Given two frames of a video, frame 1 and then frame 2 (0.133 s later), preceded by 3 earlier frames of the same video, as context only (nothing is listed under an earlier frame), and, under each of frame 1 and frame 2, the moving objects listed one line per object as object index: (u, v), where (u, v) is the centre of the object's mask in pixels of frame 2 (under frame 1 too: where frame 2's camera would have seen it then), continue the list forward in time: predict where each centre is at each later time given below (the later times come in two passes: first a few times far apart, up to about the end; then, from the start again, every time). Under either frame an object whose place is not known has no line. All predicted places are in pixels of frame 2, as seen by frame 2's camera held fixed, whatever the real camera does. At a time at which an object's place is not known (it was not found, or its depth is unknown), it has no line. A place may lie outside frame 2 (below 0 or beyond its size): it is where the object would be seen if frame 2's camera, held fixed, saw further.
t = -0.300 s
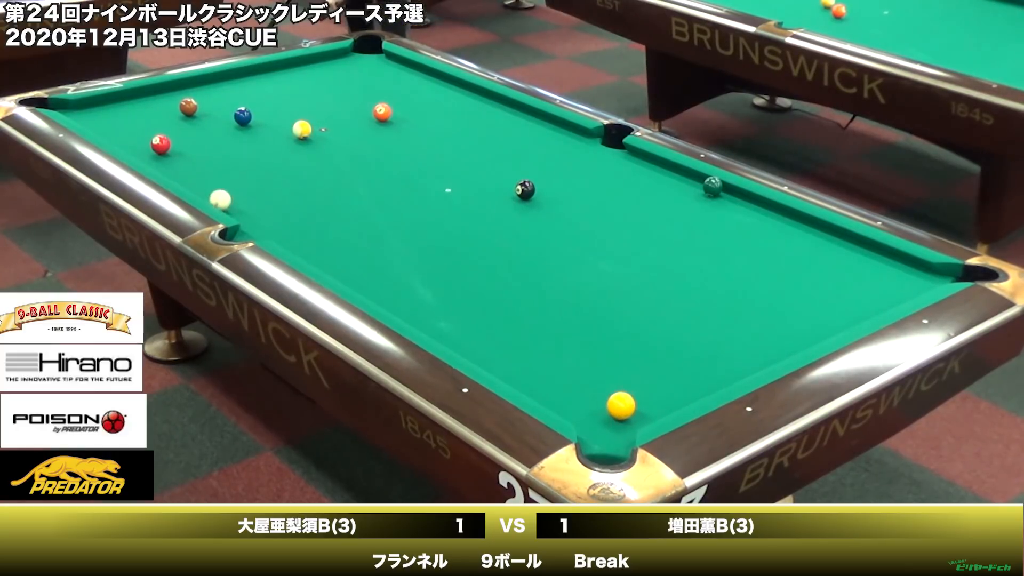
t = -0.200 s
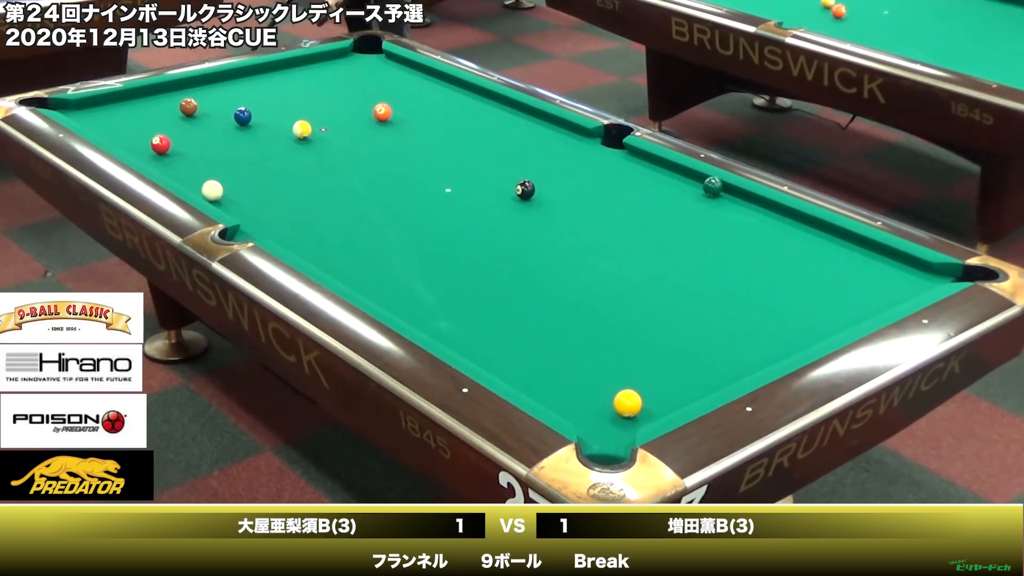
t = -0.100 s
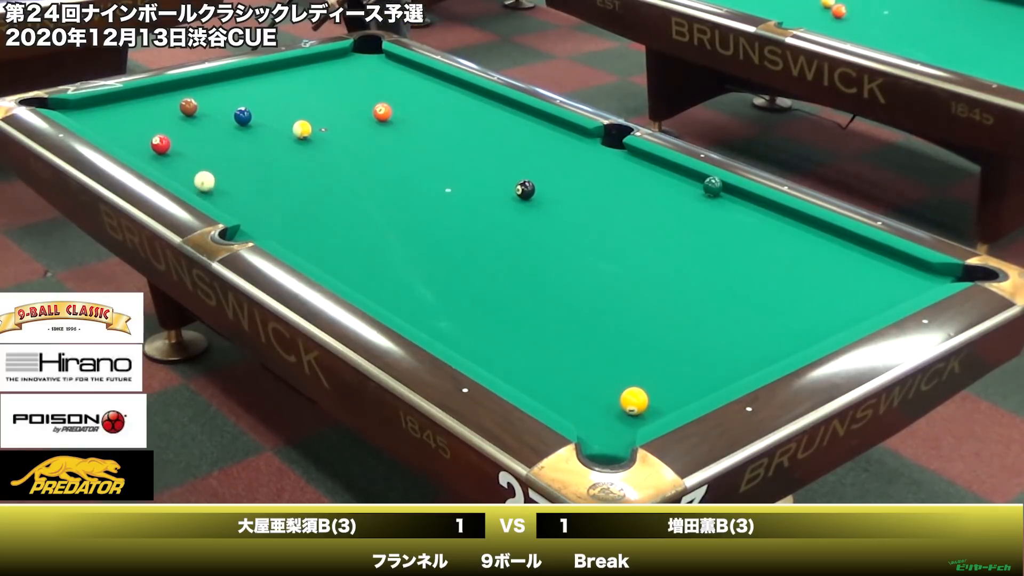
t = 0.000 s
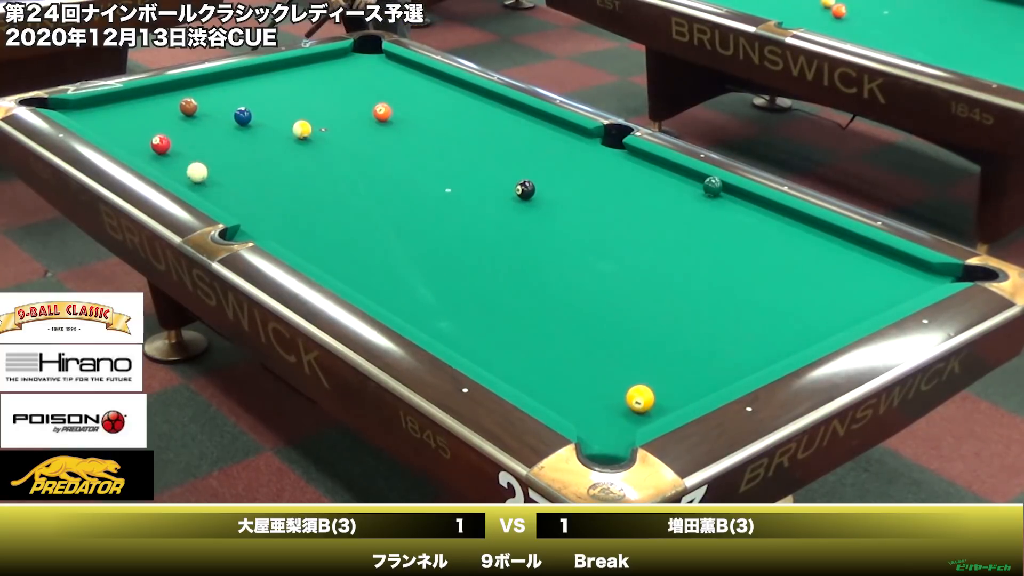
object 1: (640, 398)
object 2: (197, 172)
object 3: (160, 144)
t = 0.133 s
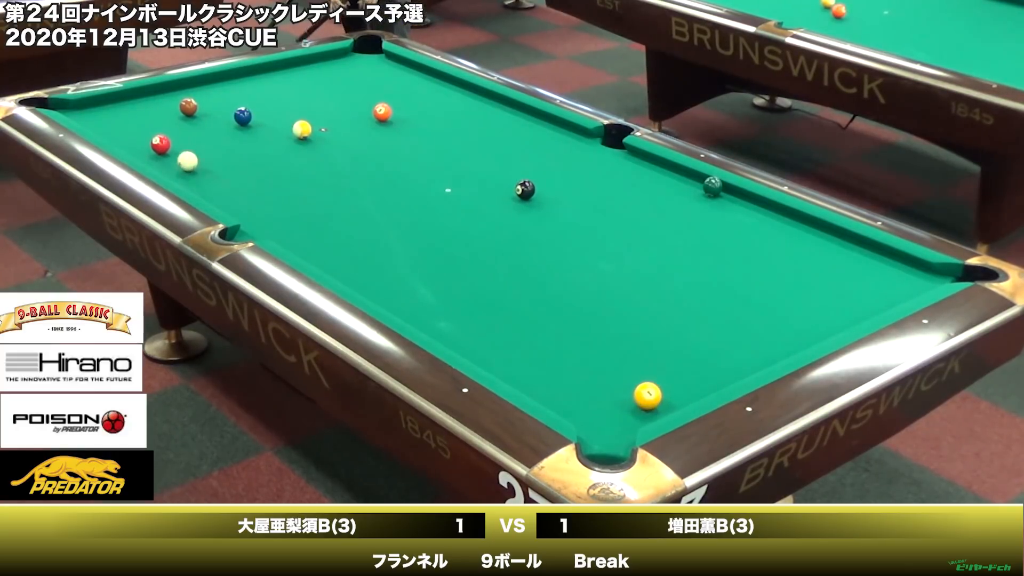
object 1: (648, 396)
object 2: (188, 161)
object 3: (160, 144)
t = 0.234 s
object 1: (653, 394)
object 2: (181, 153)
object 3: (160, 144)
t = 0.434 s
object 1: (662, 390)
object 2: (184, 141)
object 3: (146, 141)
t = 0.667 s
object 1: (672, 386)
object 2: (197, 130)
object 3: (125, 137)
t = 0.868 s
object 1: (679, 384)
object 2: (206, 122)
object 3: (108, 133)
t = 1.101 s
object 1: (686, 381)
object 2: (217, 112)
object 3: (97, 127)
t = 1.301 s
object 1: (691, 379)
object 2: (225, 105)
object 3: (94, 124)
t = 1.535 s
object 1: (695, 378)
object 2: (235, 97)
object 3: (91, 120)
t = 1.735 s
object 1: (698, 377)
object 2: (242, 91)
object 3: (89, 117)
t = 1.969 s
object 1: (700, 377)
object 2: (250, 84)
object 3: (86, 113)
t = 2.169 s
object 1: (700, 376)
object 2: (256, 79)
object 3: (84, 111)
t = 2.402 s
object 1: (700, 376)
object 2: (262, 74)
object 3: (81, 108)
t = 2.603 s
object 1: (700, 376)
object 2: (268, 69)
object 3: (79, 106)
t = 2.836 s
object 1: (700, 376)
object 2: (275, 65)
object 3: (76, 104)
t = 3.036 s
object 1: (700, 376)
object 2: (283, 65)
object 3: (75, 104)
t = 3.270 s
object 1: (700, 376)
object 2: (292, 65)
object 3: (75, 105)
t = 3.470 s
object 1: (700, 376)
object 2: (298, 64)
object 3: (75, 105)
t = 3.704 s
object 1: (700, 376)
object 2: (304, 64)
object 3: (74, 105)
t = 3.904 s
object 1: (700, 376)
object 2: (309, 64)
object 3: (75, 105)
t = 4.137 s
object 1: (700, 376)
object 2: (312, 64)
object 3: (75, 105)
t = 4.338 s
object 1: (700, 376)
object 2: (315, 64)
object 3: (75, 105)
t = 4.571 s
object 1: (700, 376)
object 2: (317, 64)
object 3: (75, 105)
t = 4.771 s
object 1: (700, 376)
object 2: (318, 63)
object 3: (75, 105)
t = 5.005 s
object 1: (700, 376)
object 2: (318, 63)
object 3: (75, 105)
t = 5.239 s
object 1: (700, 376)
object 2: (317, 63)
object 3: (75, 105)
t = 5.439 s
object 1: (700, 376)
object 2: (317, 63)
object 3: (75, 105)
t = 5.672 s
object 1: (700, 376)
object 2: (317, 63)
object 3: (75, 105)
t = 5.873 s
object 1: (700, 376)
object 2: (317, 63)
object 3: (75, 105)
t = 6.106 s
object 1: (700, 376)
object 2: (317, 63)
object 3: (75, 105)
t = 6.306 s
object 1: (700, 376)
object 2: (317, 63)
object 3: (75, 105)
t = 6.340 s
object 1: (700, 376)
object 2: (317, 63)
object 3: (75, 105)
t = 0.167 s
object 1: (649, 395)
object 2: (185, 158)
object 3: (160, 144)
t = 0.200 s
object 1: (651, 394)
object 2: (183, 156)
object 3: (160, 144)
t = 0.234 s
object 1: (653, 394)
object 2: (181, 153)
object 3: (160, 144)
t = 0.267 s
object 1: (654, 393)
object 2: (179, 150)
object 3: (160, 144)
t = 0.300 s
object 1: (656, 392)
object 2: (177, 148)
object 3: (159, 144)
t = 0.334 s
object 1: (658, 392)
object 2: (178, 146)
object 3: (157, 143)
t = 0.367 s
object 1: (659, 391)
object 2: (180, 145)
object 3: (153, 142)
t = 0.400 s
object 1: (661, 391)
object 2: (182, 143)
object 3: (149, 141)
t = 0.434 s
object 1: (662, 390)
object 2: (184, 141)
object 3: (146, 141)
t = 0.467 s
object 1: (664, 390)
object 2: (186, 140)
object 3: (143, 140)
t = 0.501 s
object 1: (665, 389)
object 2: (188, 138)
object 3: (140, 139)
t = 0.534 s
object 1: (667, 388)
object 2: (190, 137)
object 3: (137, 139)
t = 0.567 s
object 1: (668, 388)
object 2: (192, 135)
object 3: (134, 138)
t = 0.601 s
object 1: (669, 387)
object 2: (193, 134)
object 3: (131, 138)
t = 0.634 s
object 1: (671, 387)
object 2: (195, 132)
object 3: (128, 137)
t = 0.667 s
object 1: (672, 386)
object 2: (197, 130)
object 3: (125, 137)
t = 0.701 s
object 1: (673, 386)
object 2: (199, 129)
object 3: (122, 136)
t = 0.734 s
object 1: (674, 385)
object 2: (200, 128)
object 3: (119, 136)
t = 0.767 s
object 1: (676, 385)
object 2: (202, 126)
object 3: (116, 135)
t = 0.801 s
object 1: (677, 385)
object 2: (203, 125)
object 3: (113, 134)
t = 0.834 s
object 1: (678, 384)
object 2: (205, 123)
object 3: (111, 133)
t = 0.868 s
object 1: (679, 384)
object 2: (206, 122)
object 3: (108, 133)
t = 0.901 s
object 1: (680, 383)
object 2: (208, 121)
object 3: (106, 132)
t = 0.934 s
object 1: (681, 383)
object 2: (210, 119)
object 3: (103, 131)
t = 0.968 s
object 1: (682, 382)
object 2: (211, 118)
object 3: (101, 130)
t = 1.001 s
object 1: (683, 382)
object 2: (213, 116)
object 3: (99, 129)
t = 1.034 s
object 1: (684, 382)
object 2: (214, 115)
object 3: (98, 129)
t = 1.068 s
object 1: (685, 381)
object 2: (216, 114)
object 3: (97, 128)
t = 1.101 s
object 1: (686, 381)
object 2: (217, 112)
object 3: (97, 127)
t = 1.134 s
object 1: (687, 380)
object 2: (219, 111)
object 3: (97, 127)
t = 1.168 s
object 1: (687, 380)
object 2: (220, 110)
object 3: (96, 126)
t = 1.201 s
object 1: (688, 380)
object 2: (221, 109)
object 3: (95, 126)
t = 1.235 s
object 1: (689, 380)
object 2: (223, 108)
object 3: (95, 125)
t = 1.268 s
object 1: (690, 379)
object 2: (224, 106)
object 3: (95, 125)
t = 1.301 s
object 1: (691, 379)
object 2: (225, 105)
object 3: (94, 124)
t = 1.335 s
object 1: (691, 379)
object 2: (227, 104)
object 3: (94, 123)
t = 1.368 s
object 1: (692, 379)
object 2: (228, 103)
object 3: (93, 123)
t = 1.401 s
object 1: (693, 379)
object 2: (229, 102)
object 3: (93, 123)
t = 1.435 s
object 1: (693, 378)
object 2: (231, 100)
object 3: (92, 122)
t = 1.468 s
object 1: (694, 378)
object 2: (232, 99)
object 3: (92, 121)
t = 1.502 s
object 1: (695, 378)
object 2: (233, 98)
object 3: (91, 121)
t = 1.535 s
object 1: (695, 378)
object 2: (235, 97)
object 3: (91, 120)
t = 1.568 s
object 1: (696, 378)
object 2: (236, 96)
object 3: (91, 119)
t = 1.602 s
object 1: (696, 377)
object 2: (237, 95)
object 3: (90, 119)
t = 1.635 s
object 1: (697, 377)
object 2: (238, 94)
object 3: (90, 118)
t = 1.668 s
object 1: (697, 377)
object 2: (239, 93)
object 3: (89, 118)
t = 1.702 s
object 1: (698, 377)
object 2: (241, 92)
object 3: (89, 117)
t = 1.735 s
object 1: (698, 377)
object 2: (242, 91)
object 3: (89, 117)
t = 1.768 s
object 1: (698, 377)
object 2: (243, 90)
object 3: (88, 116)
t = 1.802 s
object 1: (699, 377)
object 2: (244, 89)
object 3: (88, 116)
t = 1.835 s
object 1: (699, 377)
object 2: (245, 88)
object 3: (88, 115)
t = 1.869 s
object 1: (700, 377)
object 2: (246, 87)
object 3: (87, 115)
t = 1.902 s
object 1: (700, 377)
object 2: (247, 86)
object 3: (87, 114)
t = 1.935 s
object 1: (700, 377)
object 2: (249, 85)
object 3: (86, 114)
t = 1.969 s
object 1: (700, 377)
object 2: (250, 84)
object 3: (86, 113)
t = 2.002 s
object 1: (700, 376)
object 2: (251, 84)
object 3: (86, 113)
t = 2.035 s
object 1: (700, 376)
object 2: (252, 83)
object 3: (85, 112)
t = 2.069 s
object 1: (700, 376)
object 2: (253, 82)
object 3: (85, 112)
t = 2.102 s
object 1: (700, 376)
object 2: (254, 81)
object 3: (84, 111)
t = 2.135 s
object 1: (700, 376)
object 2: (255, 80)
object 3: (84, 111)
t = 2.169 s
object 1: (700, 376)
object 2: (256, 79)
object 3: (84, 111)
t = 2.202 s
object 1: (700, 376)
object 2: (257, 78)
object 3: (83, 110)
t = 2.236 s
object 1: (700, 376)
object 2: (258, 78)
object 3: (83, 110)
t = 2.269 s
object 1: (700, 376)
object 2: (259, 77)
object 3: (82, 109)
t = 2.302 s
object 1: (700, 376)
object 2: (260, 76)
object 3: (82, 109)
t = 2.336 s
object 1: (700, 376)
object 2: (260, 75)
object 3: (81, 108)
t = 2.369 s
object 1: (700, 376)
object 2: (261, 74)
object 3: (81, 108)
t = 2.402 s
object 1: (700, 376)
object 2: (262, 74)
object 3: (81, 108)
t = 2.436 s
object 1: (700, 376)
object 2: (264, 73)
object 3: (80, 107)
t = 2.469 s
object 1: (700, 376)
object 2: (264, 72)
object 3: (80, 107)
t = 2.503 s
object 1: (700, 376)
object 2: (265, 71)
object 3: (80, 107)
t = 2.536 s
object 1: (700, 376)
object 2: (266, 71)
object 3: (79, 106)
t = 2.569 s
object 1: (700, 376)
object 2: (267, 70)
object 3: (79, 106)
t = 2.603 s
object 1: (700, 376)
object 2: (268, 69)
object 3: (79, 106)
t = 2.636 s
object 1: (700, 376)
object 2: (268, 68)
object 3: (78, 105)
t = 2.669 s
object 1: (700, 376)
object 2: (269, 67)
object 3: (78, 105)
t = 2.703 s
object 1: (700, 376)
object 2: (270, 67)
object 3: (77, 105)
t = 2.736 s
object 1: (700, 376)
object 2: (271, 66)
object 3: (77, 105)
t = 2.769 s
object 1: (700, 376)
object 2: (272, 66)
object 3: (77, 104)
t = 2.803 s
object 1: (700, 376)
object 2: (273, 65)
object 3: (76, 104)
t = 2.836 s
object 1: (700, 376)
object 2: (275, 65)
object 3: (76, 104)
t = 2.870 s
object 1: (700, 376)
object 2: (276, 65)
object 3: (76, 104)
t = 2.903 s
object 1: (700, 376)
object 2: (277, 65)
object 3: (75, 104)
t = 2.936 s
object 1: (700, 376)
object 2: (279, 65)
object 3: (75, 104)
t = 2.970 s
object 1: (700, 376)
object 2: (280, 65)
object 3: (75, 104)
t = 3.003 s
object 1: (700, 376)
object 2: (282, 65)
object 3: (75, 104)
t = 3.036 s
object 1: (700, 376)
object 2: (283, 65)
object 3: (75, 104)
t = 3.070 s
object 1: (700, 376)
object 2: (284, 65)
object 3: (75, 104)
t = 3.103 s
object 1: (700, 376)
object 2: (286, 65)
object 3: (75, 104)
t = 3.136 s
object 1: (700, 376)
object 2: (287, 65)
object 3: (75, 104)
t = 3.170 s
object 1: (700, 376)
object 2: (288, 65)
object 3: (75, 104)
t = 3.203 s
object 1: (700, 376)
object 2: (289, 65)
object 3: (75, 105)
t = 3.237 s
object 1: (700, 376)
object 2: (291, 65)
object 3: (75, 104)
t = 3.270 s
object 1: (700, 376)
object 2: (292, 65)
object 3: (75, 105)
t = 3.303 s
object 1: (700, 376)
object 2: (293, 65)
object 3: (75, 105)
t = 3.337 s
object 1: (700, 376)
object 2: (294, 65)
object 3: (75, 105)
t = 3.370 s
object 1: (700, 376)
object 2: (295, 65)
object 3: (75, 105)
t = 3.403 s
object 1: (700, 376)
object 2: (296, 65)
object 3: (75, 105)
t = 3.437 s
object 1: (700, 376)
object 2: (297, 65)
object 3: (75, 105)
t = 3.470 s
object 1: (700, 376)
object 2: (298, 64)
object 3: (75, 105)
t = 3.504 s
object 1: (700, 376)
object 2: (299, 64)
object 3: (74, 105)
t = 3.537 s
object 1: (700, 376)
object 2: (300, 64)
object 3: (74, 105)
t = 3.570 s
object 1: (700, 376)
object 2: (301, 64)
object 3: (74, 105)
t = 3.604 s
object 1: (700, 376)
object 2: (302, 64)
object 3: (74, 105)
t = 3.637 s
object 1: (700, 376)
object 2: (302, 64)
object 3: (74, 105)
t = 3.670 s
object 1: (700, 376)
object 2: (303, 64)
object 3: (74, 105)
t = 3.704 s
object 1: (700, 376)
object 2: (304, 64)
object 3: (74, 105)
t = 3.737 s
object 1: (700, 376)
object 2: (305, 64)
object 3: (75, 105)
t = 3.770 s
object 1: (700, 376)
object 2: (306, 64)
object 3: (75, 105)
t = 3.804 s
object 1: (700, 376)
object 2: (307, 64)
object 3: (74, 105)
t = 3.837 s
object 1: (700, 376)
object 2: (307, 64)
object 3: (75, 105)
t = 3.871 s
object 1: (700, 376)
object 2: (308, 64)
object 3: (75, 105)
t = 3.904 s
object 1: (700, 376)
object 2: (309, 64)
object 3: (75, 105)
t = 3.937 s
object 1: (700, 376)
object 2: (309, 64)
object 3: (75, 105)
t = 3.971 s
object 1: (700, 376)
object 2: (310, 64)
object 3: (75, 105)
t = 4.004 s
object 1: (700, 376)
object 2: (310, 64)
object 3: (75, 105)
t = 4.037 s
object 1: (700, 376)
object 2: (311, 64)
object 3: (75, 105)
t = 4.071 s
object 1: (700, 376)
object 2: (311, 64)
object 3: (75, 105)
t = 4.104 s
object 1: (700, 376)
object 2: (312, 64)
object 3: (75, 105)
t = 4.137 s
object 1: (700, 376)
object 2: (312, 64)
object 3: (75, 105)
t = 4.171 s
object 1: (700, 376)
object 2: (313, 64)
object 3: (75, 105)
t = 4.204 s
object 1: (700, 376)
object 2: (313, 64)
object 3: (75, 105)
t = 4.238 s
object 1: (700, 376)
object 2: (314, 64)
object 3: (75, 105)
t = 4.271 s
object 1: (700, 376)
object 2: (314, 64)
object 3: (75, 105)
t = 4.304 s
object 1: (700, 376)
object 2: (315, 64)
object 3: (75, 105)
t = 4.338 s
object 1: (700, 376)
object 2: (315, 64)
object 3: (75, 105)
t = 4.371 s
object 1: (700, 376)
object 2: (315, 64)
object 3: (75, 105)
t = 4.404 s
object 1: (700, 376)
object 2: (316, 64)
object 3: (75, 105)
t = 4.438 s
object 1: (700, 376)
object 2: (316, 64)
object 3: (75, 105)
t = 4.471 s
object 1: (700, 376)
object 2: (316, 64)
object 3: (75, 105)
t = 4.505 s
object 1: (700, 376)
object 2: (317, 64)
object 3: (75, 105)
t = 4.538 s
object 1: (700, 376)
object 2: (317, 64)
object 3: (75, 105)
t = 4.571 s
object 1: (700, 376)
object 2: (317, 64)
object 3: (75, 105)
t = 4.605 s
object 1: (700, 376)
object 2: (317, 64)
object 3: (75, 105)
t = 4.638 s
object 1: (700, 376)
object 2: (317, 64)
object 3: (75, 105)
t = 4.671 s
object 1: (700, 376)
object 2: (317, 63)
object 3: (75, 105)
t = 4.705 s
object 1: (700, 376)
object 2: (317, 64)
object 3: (75, 105)
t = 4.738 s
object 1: (700, 376)
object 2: (318, 63)
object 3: (75, 105)
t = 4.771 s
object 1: (700, 376)
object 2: (318, 63)
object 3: (75, 105)
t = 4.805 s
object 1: (700, 376)
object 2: (318, 63)
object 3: (75, 105)
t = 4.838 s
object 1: (700, 376)
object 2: (318, 63)
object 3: (75, 105)
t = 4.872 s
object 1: (700, 376)
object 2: (318, 63)
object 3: (75, 105)
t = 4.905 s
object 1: (700, 376)
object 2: (318, 63)
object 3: (75, 105)
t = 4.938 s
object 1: (700, 376)
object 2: (318, 63)
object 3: (75, 105)
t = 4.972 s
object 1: (700, 376)
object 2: (318, 63)
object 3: (75, 105)
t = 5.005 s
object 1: (700, 376)
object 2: (318, 63)
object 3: (75, 105)
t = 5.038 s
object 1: (700, 376)
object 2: (318, 63)
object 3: (75, 105)
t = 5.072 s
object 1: (700, 376)
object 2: (318, 63)
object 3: (75, 105)
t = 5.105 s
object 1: (700, 376)
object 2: (318, 63)
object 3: (75, 105)
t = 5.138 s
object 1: (700, 376)
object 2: (317, 63)
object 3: (75, 105)
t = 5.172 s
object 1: (700, 376)
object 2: (317, 63)
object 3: (75, 105)
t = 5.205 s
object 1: (700, 376)
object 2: (317, 63)
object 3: (75, 105)
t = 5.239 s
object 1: (700, 376)
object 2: (317, 63)
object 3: (75, 105)
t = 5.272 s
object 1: (700, 376)
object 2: (317, 63)
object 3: (75, 105)
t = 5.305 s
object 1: (700, 376)
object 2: (317, 63)
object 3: (75, 105)
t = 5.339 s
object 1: (700, 376)
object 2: (317, 63)
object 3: (75, 105)
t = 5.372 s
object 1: (700, 376)
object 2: (317, 63)
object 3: (75, 105)
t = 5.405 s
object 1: (700, 376)
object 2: (317, 63)
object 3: (75, 105)
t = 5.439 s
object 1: (700, 376)
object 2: (317, 63)
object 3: (75, 105)
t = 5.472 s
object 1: (700, 376)
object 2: (318, 63)
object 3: (75, 105)
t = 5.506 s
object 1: (700, 376)
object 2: (317, 63)
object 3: (75, 105)
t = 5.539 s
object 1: (700, 376)
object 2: (318, 63)
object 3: (75, 105)
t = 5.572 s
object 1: (700, 376)
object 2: (318, 63)
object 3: (75, 105)
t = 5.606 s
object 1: (700, 376)
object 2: (318, 63)
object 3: (75, 105)
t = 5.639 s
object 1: (700, 376)
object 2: (317, 63)
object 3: (75, 105)
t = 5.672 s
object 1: (700, 376)
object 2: (317, 63)
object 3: (75, 105)
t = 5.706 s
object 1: (700, 376)
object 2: (317, 63)
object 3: (75, 105)
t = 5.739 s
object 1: (700, 376)
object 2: (317, 63)
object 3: (75, 105)
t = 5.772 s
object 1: (700, 376)
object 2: (317, 63)
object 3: (75, 105)
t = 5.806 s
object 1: (700, 376)
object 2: (317, 63)
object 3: (75, 105)
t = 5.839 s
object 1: (700, 376)
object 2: (317, 63)
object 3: (75, 105)
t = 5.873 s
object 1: (700, 376)
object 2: (317, 63)
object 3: (75, 105)
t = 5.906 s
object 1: (700, 376)
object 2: (317, 63)
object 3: (75, 105)
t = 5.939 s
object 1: (700, 376)
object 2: (318, 63)
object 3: (75, 105)
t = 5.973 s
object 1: (700, 376)
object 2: (317, 63)
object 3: (75, 105)
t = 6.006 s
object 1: (700, 376)
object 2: (317, 63)
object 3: (75, 105)
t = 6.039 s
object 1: (700, 376)
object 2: (317, 63)
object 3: (75, 105)
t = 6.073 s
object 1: (700, 376)
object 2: (317, 63)
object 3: (75, 105)
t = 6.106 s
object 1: (700, 376)
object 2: (317, 63)
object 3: (75, 105)
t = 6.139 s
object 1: (700, 376)
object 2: (317, 63)
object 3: (75, 105)
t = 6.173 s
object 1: (700, 376)
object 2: (317, 63)
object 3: (75, 105)
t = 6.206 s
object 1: (700, 376)
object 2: (317, 63)
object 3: (75, 105)
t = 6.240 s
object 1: (700, 376)
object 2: (317, 63)
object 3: (75, 105)
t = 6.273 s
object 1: (700, 376)
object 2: (317, 63)
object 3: (75, 105)
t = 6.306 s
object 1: (700, 376)
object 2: (317, 63)
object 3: (75, 105)
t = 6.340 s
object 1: (700, 376)
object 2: (317, 63)
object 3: (75, 105)
